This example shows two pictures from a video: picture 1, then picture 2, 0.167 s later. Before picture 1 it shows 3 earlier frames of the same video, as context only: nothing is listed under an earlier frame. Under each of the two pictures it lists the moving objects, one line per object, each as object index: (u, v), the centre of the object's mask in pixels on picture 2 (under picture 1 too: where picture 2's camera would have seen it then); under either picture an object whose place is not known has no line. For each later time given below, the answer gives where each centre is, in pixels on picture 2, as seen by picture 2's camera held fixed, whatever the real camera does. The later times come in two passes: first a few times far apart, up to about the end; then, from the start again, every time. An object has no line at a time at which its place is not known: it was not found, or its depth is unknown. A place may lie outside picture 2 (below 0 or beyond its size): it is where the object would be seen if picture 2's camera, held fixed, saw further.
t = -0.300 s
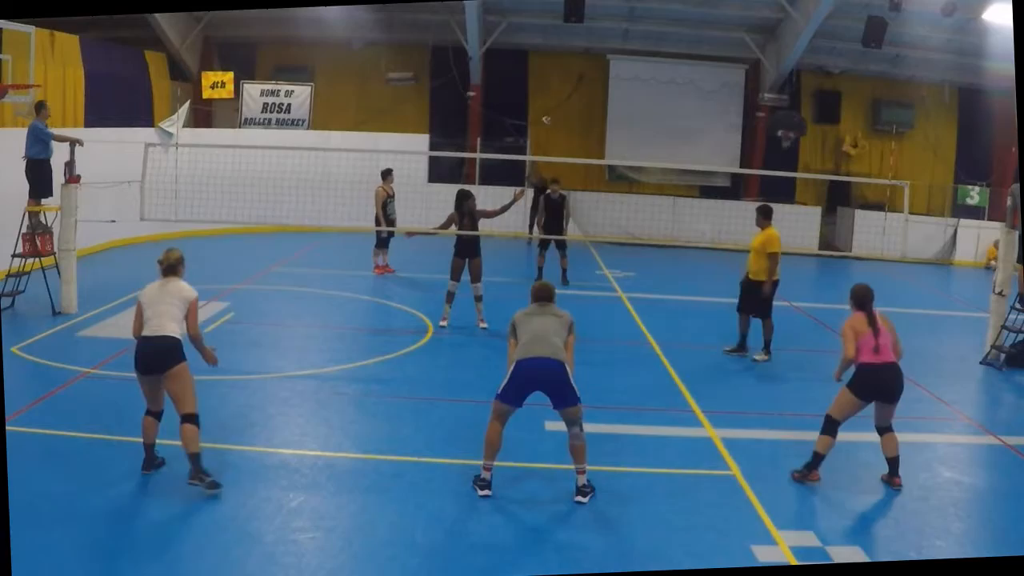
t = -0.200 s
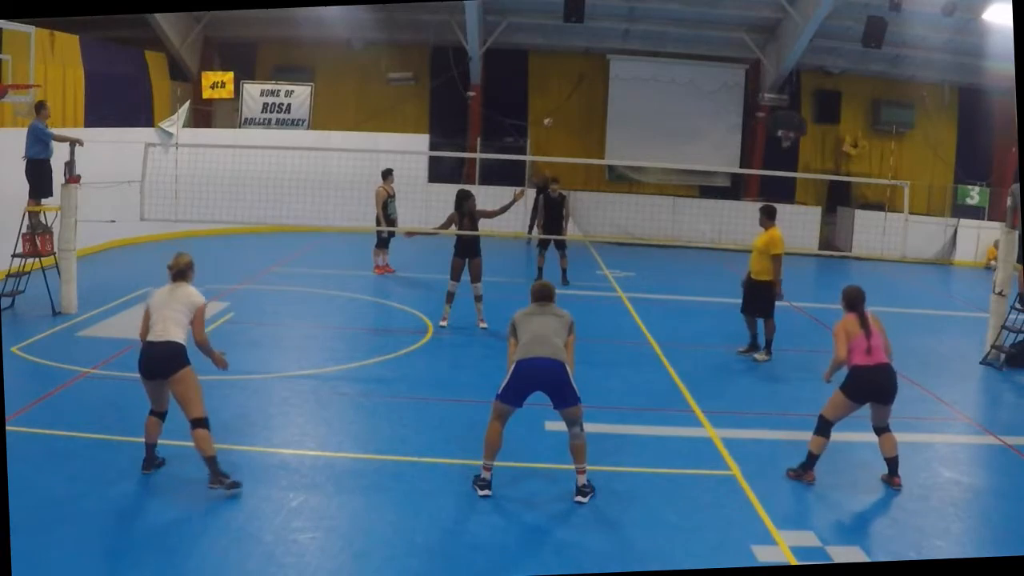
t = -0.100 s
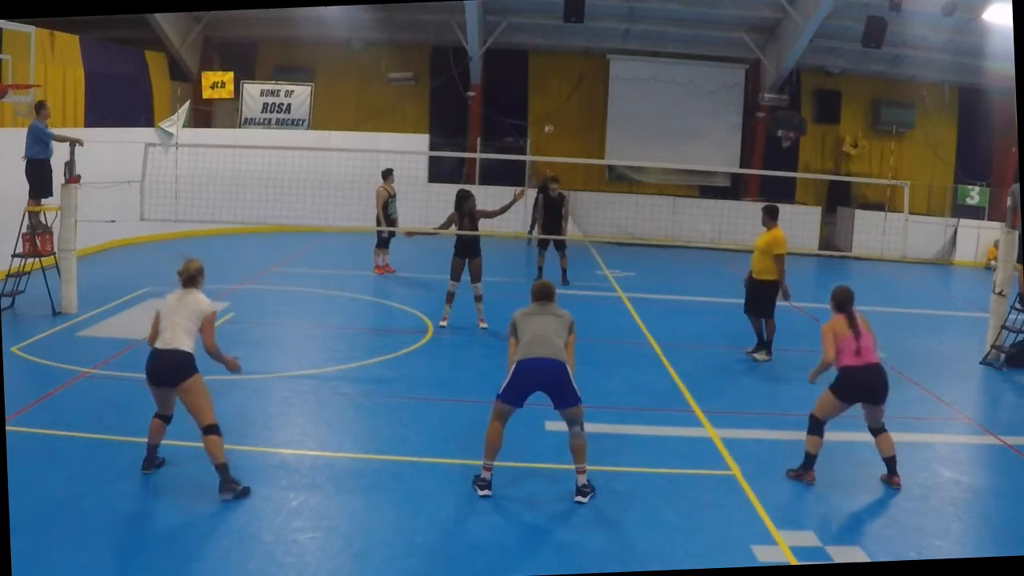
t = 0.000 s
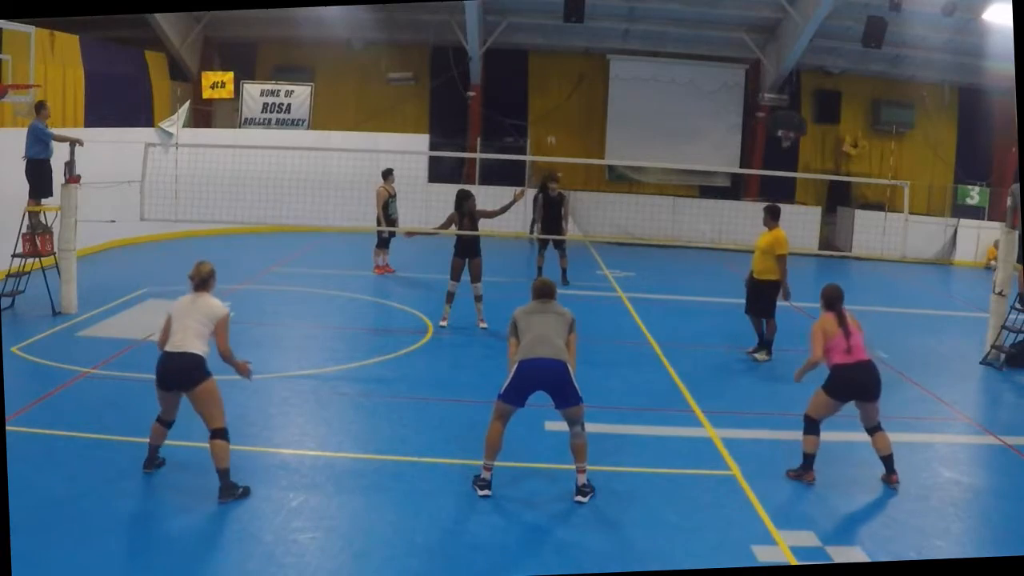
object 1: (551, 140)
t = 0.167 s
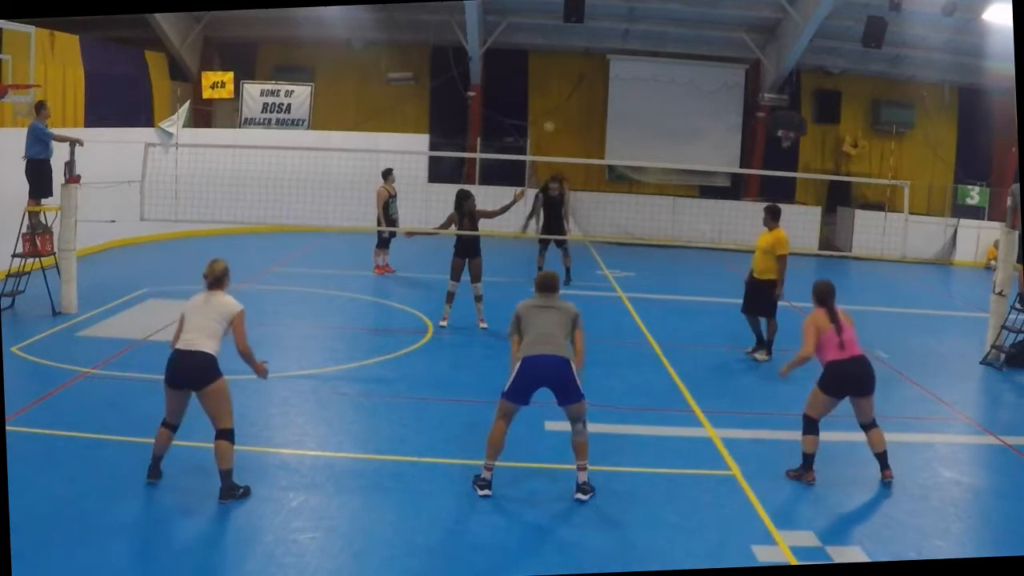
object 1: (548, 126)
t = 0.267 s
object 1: (545, 108)
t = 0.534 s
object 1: (532, 81)
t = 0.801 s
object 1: (512, 95)
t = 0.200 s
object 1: (548, 120)
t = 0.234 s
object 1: (546, 114)
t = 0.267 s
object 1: (545, 108)
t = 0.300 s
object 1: (544, 103)
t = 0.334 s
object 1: (543, 98)
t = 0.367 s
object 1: (541, 94)
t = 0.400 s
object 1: (539, 91)
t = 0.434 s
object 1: (538, 87)
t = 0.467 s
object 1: (535, 85)
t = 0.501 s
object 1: (534, 83)
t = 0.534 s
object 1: (532, 81)
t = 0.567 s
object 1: (530, 81)
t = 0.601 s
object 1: (527, 81)
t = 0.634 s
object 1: (525, 81)
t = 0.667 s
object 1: (523, 83)
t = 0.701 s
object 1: (520, 85)
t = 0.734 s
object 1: (518, 87)
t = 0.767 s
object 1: (515, 91)
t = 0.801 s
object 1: (512, 95)
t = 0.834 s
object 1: (509, 100)
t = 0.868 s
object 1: (506, 107)
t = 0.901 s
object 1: (502, 115)
